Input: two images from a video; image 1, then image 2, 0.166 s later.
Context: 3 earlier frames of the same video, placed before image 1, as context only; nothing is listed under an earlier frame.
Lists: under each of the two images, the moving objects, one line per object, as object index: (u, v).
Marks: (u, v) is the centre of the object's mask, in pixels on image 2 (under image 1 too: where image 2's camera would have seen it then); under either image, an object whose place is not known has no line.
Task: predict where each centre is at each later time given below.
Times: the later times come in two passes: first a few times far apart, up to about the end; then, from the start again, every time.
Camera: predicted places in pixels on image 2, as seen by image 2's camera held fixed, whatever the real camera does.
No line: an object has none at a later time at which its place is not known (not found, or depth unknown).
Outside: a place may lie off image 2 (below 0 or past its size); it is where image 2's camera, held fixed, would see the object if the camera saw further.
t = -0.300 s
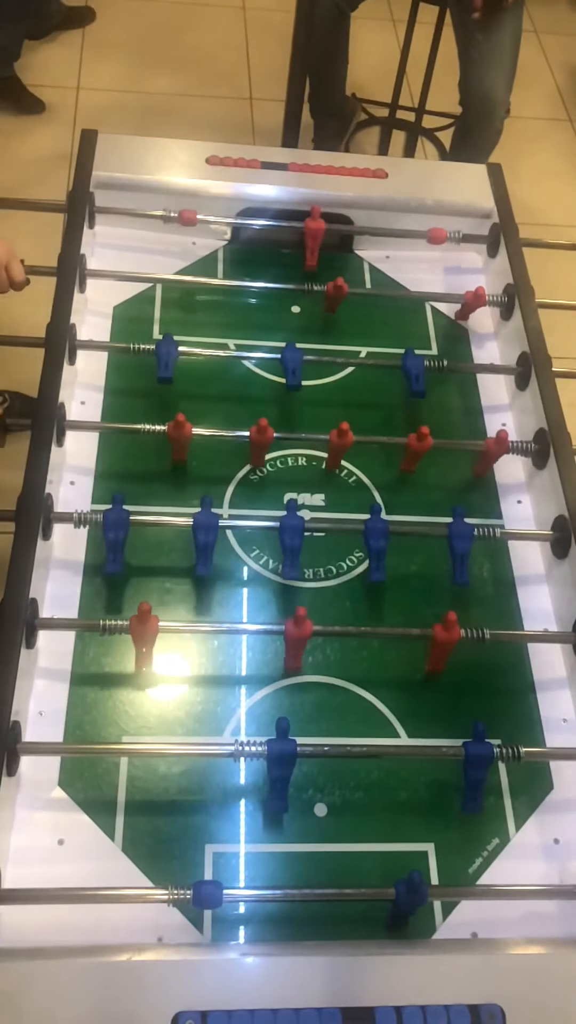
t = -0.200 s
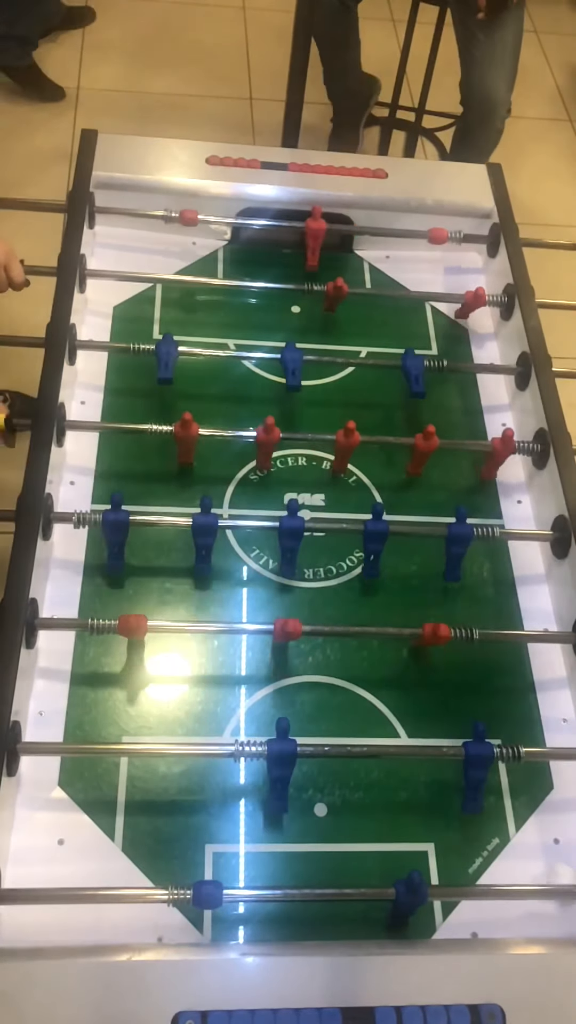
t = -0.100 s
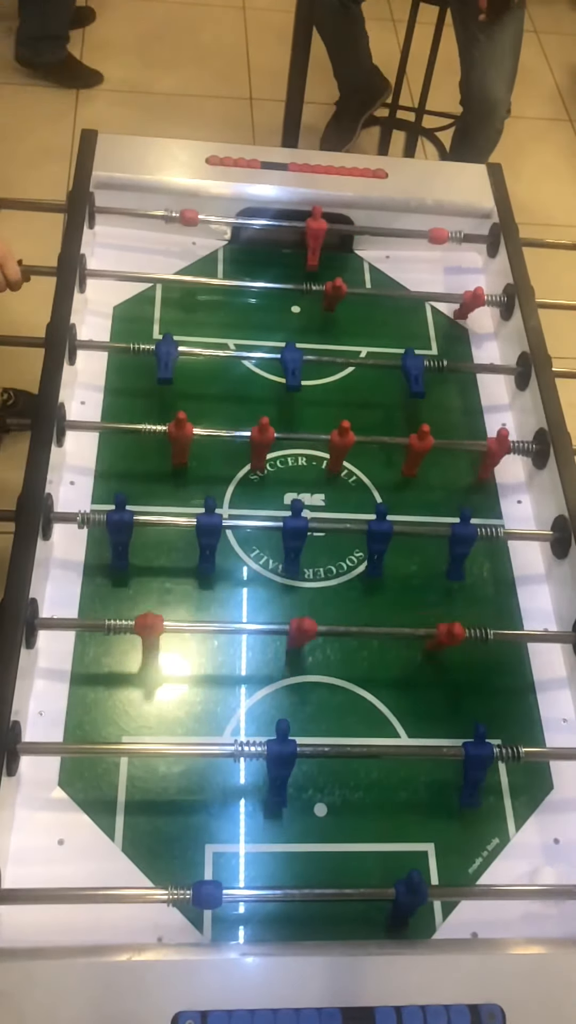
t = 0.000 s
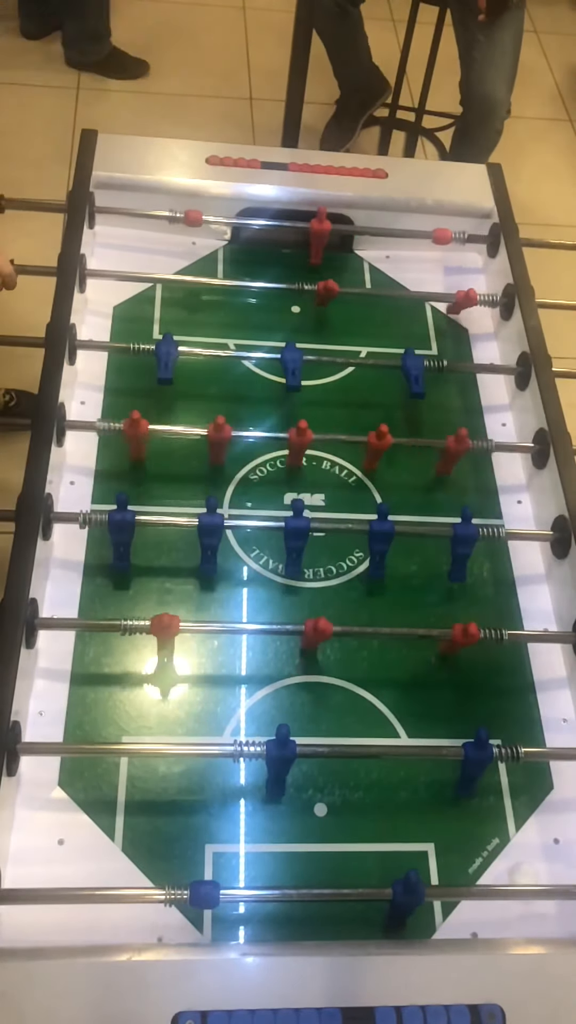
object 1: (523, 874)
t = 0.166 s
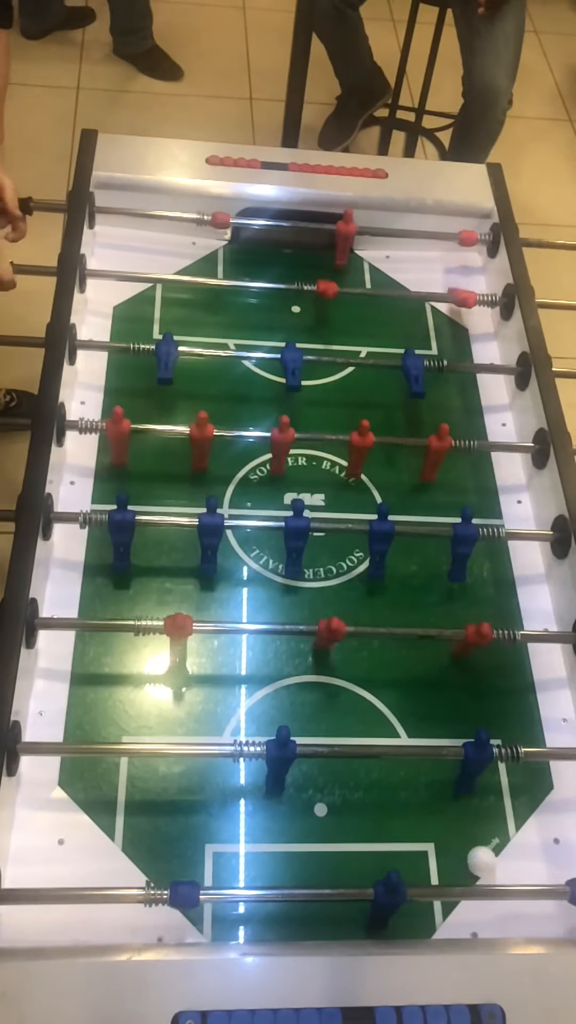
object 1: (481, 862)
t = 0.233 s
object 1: (464, 853)
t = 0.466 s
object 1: (410, 822)
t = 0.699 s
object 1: (363, 791)
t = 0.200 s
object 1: (473, 858)
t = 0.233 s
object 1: (464, 853)
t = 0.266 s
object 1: (456, 848)
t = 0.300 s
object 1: (448, 844)
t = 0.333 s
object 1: (440, 840)
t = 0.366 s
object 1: (432, 836)
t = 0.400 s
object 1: (424, 831)
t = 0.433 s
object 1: (417, 827)
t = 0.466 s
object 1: (410, 822)
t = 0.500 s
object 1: (403, 818)
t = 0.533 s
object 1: (396, 813)
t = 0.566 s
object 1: (389, 809)
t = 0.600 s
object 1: (382, 805)
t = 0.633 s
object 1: (376, 800)
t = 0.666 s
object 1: (369, 796)
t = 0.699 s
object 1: (363, 791)
